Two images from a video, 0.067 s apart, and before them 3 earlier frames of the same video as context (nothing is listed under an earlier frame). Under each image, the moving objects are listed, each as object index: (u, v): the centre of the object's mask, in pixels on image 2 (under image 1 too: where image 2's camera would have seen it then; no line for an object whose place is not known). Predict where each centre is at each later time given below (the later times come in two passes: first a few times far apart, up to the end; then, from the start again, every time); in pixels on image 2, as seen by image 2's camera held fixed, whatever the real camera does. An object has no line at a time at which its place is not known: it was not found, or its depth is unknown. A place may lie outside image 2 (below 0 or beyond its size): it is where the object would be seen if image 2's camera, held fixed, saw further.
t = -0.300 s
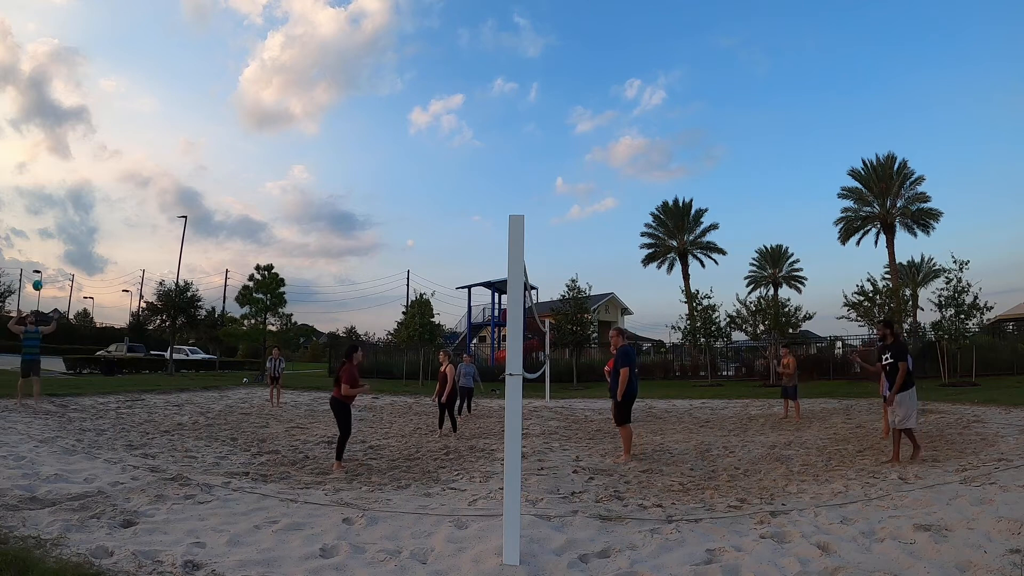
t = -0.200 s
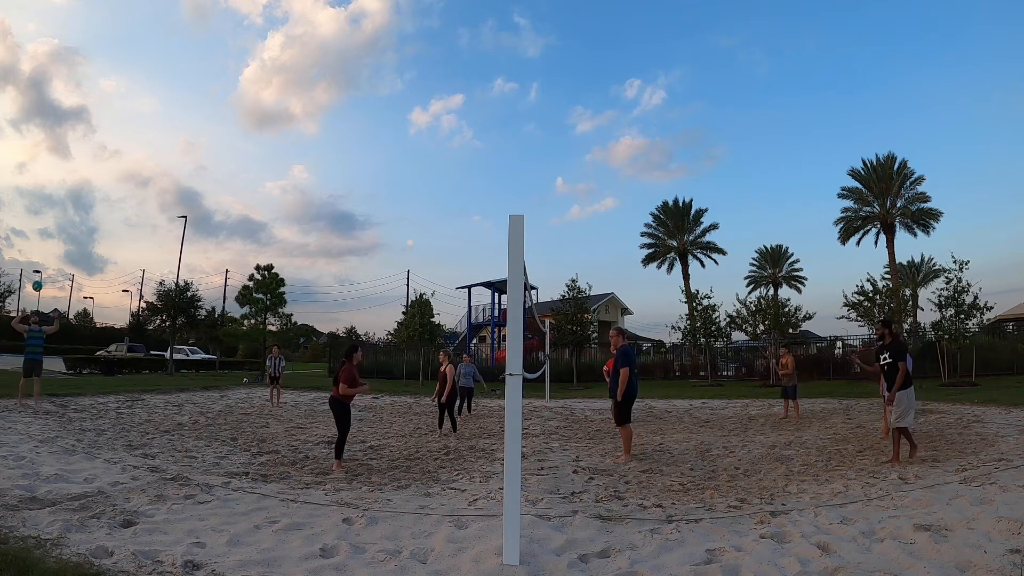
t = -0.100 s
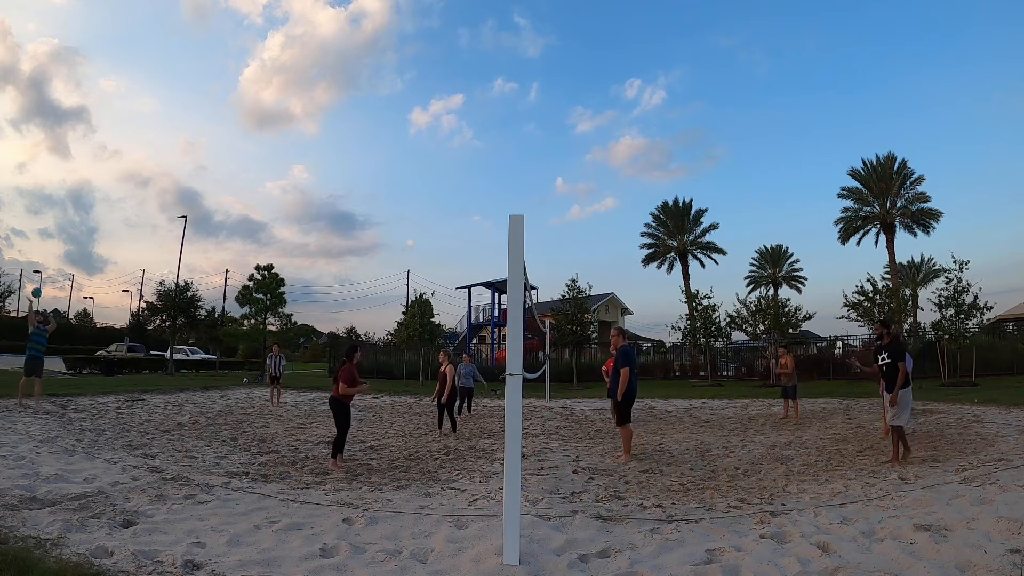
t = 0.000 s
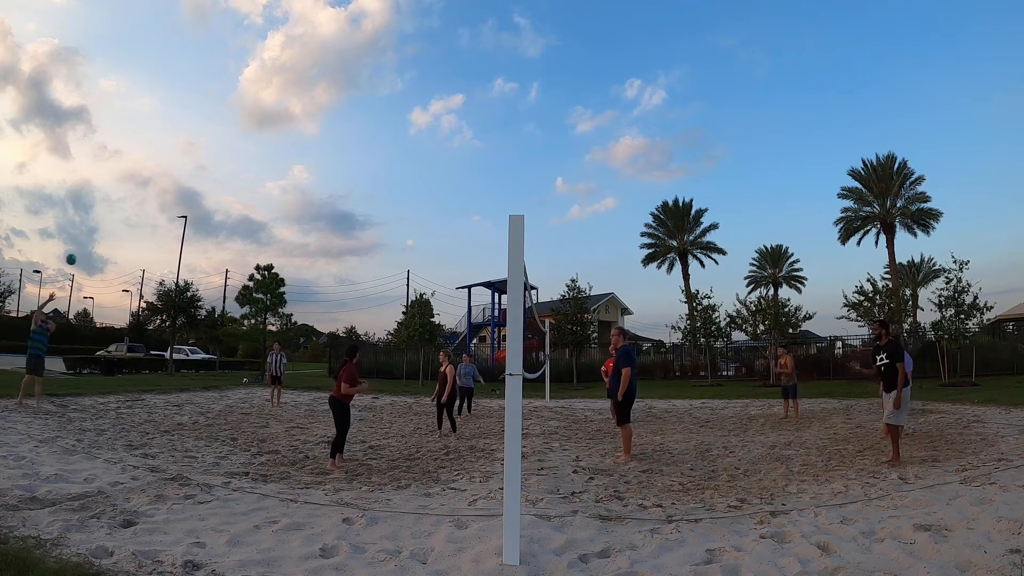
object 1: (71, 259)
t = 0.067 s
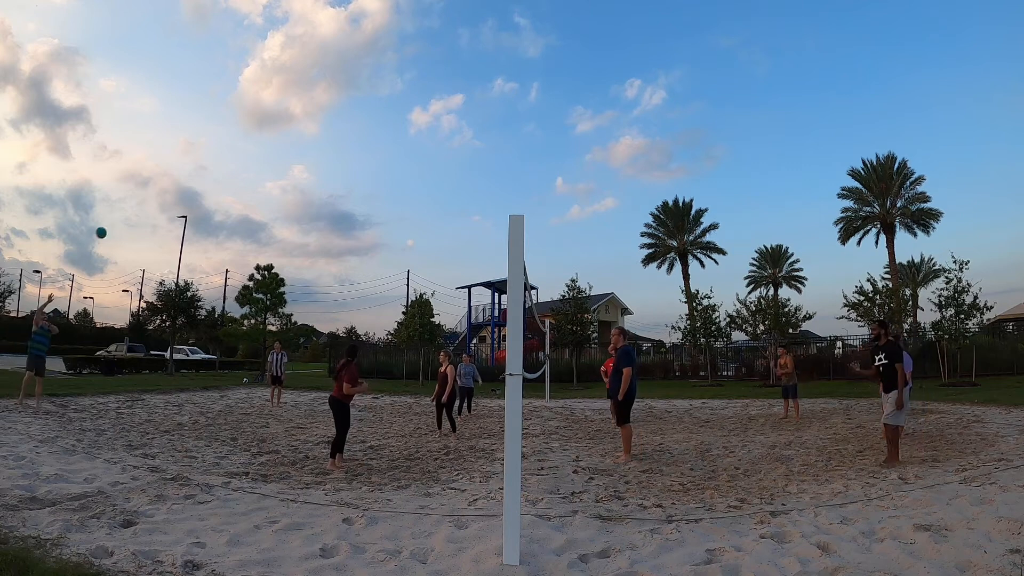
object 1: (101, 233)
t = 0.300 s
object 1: (216, 157)
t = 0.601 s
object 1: (373, 105)
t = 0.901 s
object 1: (518, 108)
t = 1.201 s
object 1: (642, 158)
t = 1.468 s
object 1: (733, 236)
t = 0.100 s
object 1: (116, 220)
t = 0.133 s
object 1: (132, 207)
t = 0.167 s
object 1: (149, 196)
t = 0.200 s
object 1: (165, 185)
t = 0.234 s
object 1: (182, 175)
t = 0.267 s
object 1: (199, 165)
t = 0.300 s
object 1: (216, 157)
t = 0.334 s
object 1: (233, 148)
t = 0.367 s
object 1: (251, 141)
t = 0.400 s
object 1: (268, 134)
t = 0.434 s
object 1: (286, 127)
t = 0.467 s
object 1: (304, 121)
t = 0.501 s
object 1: (321, 116)
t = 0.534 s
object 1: (339, 112)
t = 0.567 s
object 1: (356, 108)
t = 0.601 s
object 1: (373, 105)
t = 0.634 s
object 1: (390, 103)
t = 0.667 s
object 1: (407, 101)
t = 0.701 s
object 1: (424, 101)
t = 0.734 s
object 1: (440, 100)
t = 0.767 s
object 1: (456, 100)
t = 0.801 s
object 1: (471, 102)
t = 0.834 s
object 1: (487, 103)
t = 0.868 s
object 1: (503, 105)
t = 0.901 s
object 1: (518, 108)
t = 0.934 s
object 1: (533, 112)
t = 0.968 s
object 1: (548, 116)
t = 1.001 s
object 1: (562, 120)
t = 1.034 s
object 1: (576, 125)
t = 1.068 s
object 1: (590, 130)
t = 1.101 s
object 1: (603, 137)
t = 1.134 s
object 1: (617, 143)
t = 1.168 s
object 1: (630, 151)
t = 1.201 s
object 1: (642, 158)
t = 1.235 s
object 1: (655, 167)
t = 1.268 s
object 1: (667, 175)
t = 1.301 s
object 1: (679, 184)
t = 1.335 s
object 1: (690, 194)
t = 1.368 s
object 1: (701, 203)
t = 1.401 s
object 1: (713, 214)
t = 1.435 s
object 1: (723, 224)
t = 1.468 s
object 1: (733, 236)
